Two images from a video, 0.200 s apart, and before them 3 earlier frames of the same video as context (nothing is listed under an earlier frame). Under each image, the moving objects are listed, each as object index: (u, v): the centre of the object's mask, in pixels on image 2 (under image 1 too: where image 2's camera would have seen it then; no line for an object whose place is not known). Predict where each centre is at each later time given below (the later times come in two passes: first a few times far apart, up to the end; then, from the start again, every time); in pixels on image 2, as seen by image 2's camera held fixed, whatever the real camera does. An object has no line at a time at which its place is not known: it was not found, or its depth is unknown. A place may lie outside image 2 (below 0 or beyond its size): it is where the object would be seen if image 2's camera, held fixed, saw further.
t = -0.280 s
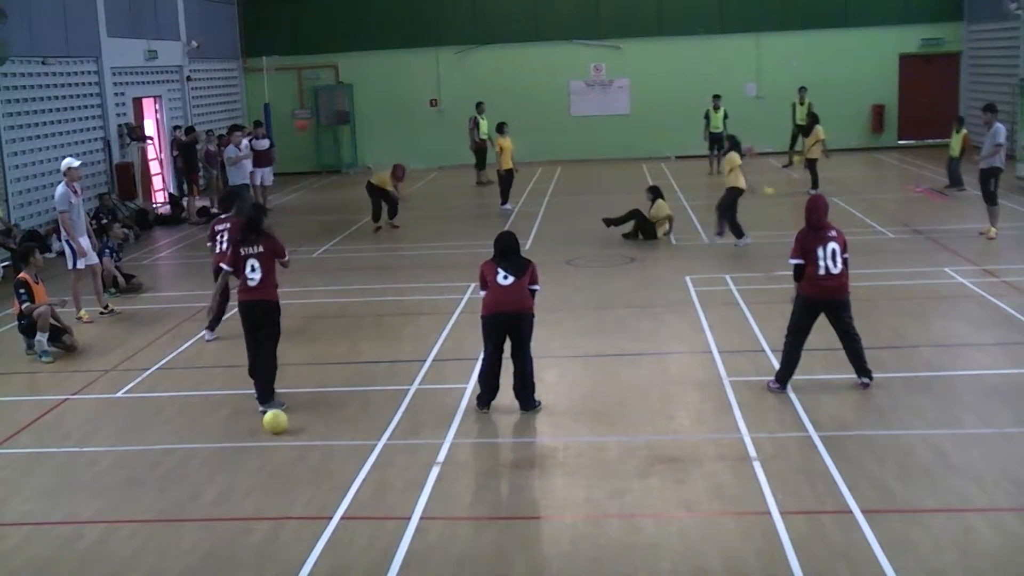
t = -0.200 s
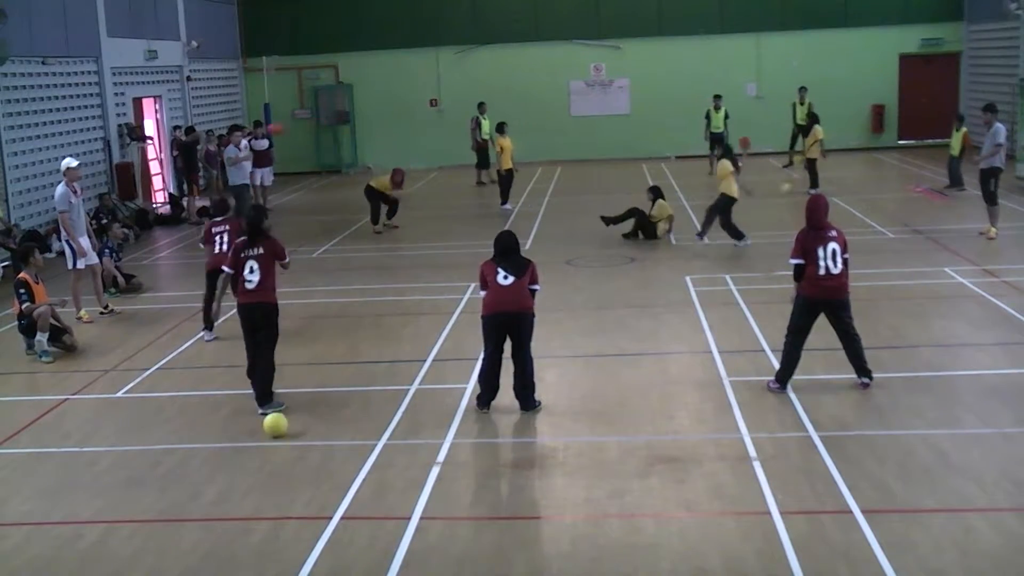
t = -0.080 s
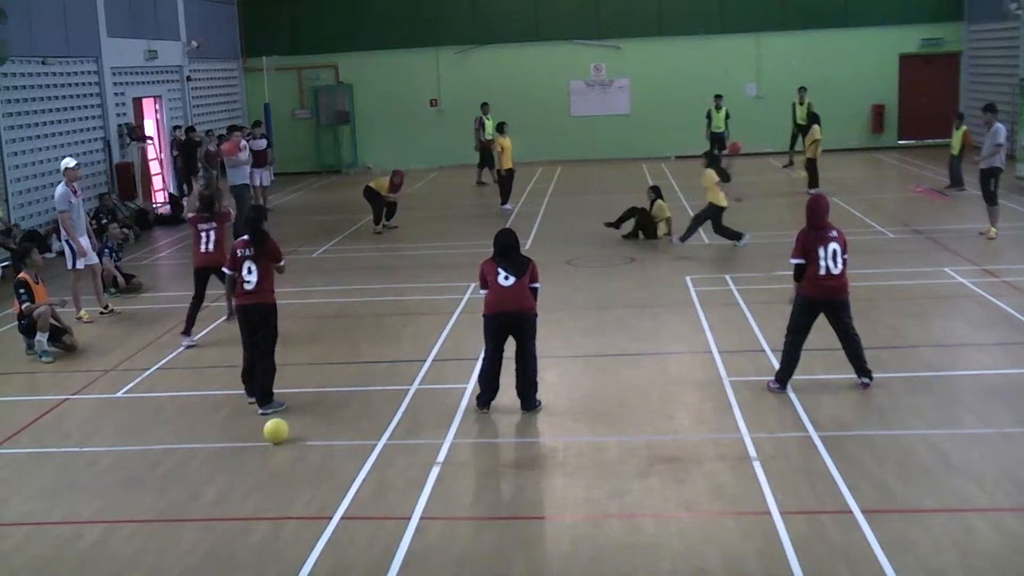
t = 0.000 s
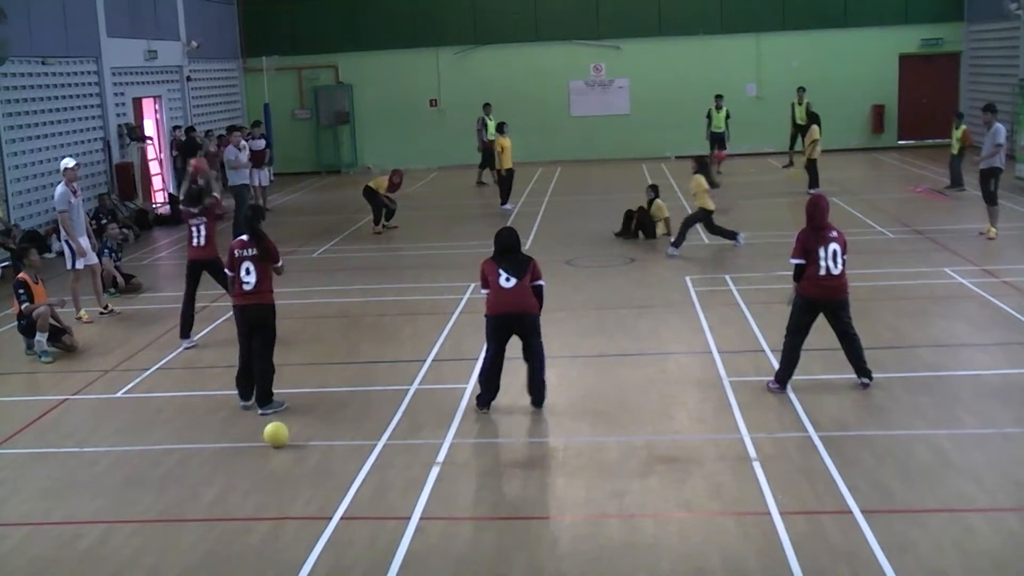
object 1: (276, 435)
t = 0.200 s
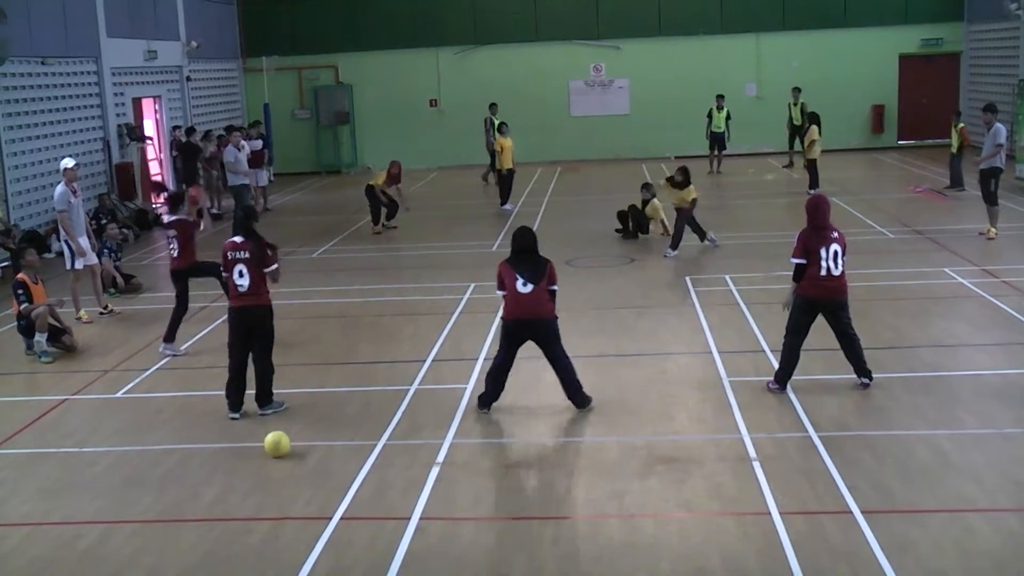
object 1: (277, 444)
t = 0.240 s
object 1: (277, 446)
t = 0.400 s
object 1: (278, 454)
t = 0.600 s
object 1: (278, 465)
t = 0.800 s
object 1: (279, 475)
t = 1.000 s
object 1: (279, 486)
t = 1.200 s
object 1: (279, 498)
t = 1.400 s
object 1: (278, 508)
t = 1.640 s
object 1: (273, 524)
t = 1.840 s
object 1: (269, 536)
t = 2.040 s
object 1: (261, 548)
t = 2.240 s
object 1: (248, 561)
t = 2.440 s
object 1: (234, 568)
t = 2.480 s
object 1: (231, 569)
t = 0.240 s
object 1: (277, 446)
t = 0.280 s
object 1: (278, 449)
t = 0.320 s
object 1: (278, 450)
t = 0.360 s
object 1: (278, 452)
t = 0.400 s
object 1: (278, 454)
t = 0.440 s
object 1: (278, 456)
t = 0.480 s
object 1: (278, 458)
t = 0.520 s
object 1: (278, 460)
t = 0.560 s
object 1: (278, 462)
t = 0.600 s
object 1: (278, 465)
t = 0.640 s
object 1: (278, 467)
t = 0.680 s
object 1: (278, 469)
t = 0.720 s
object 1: (278, 471)
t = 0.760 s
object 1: (278, 473)
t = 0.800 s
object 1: (279, 475)
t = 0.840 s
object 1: (279, 478)
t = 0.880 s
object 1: (279, 480)
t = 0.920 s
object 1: (279, 482)
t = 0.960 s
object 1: (278, 484)
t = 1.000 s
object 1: (279, 486)
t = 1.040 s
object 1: (279, 488)
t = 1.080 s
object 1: (279, 491)
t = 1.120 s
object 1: (279, 493)
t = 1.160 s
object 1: (279, 495)
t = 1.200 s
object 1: (279, 498)
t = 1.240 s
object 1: (279, 499)
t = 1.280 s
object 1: (279, 502)
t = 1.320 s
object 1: (279, 504)
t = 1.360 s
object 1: (278, 506)
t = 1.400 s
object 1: (278, 508)
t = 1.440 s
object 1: (277, 511)
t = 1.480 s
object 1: (277, 513)
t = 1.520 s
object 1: (276, 516)
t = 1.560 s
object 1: (275, 518)
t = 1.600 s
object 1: (274, 521)
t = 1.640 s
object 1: (273, 524)
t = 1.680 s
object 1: (272, 526)
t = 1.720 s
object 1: (271, 528)
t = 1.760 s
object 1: (270, 531)
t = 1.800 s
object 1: (269, 534)
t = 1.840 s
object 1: (269, 536)
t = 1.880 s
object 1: (268, 538)
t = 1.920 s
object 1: (267, 541)
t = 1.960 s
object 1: (265, 543)
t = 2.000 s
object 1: (263, 546)
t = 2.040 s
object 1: (261, 548)
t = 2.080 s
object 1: (259, 552)
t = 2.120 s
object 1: (257, 554)
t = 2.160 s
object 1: (254, 557)
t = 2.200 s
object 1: (251, 559)
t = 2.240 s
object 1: (248, 561)
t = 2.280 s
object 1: (246, 563)
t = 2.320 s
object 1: (242, 564)
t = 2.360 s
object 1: (240, 565)
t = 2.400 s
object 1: (237, 566)
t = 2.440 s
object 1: (234, 568)
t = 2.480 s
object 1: (231, 569)
